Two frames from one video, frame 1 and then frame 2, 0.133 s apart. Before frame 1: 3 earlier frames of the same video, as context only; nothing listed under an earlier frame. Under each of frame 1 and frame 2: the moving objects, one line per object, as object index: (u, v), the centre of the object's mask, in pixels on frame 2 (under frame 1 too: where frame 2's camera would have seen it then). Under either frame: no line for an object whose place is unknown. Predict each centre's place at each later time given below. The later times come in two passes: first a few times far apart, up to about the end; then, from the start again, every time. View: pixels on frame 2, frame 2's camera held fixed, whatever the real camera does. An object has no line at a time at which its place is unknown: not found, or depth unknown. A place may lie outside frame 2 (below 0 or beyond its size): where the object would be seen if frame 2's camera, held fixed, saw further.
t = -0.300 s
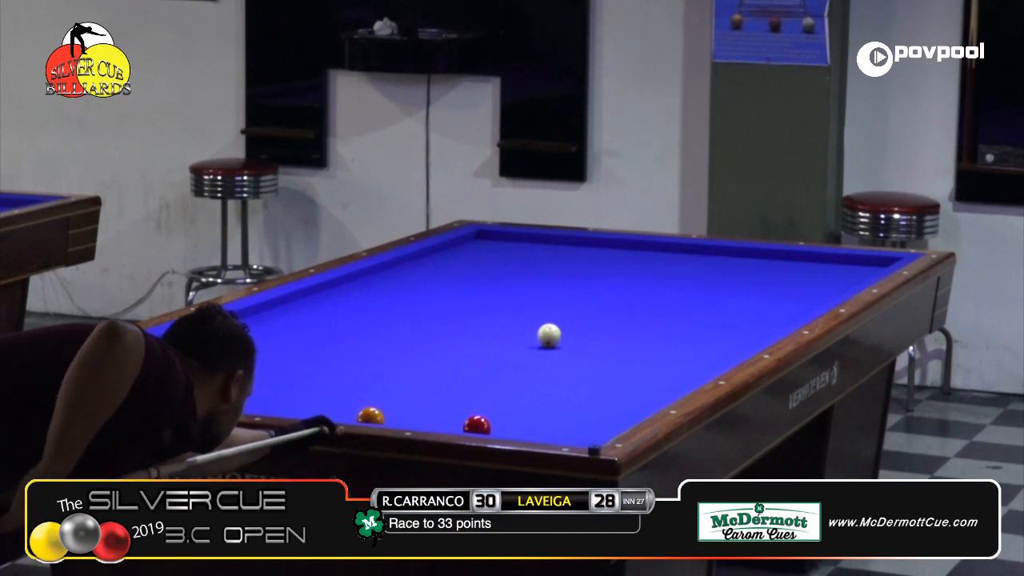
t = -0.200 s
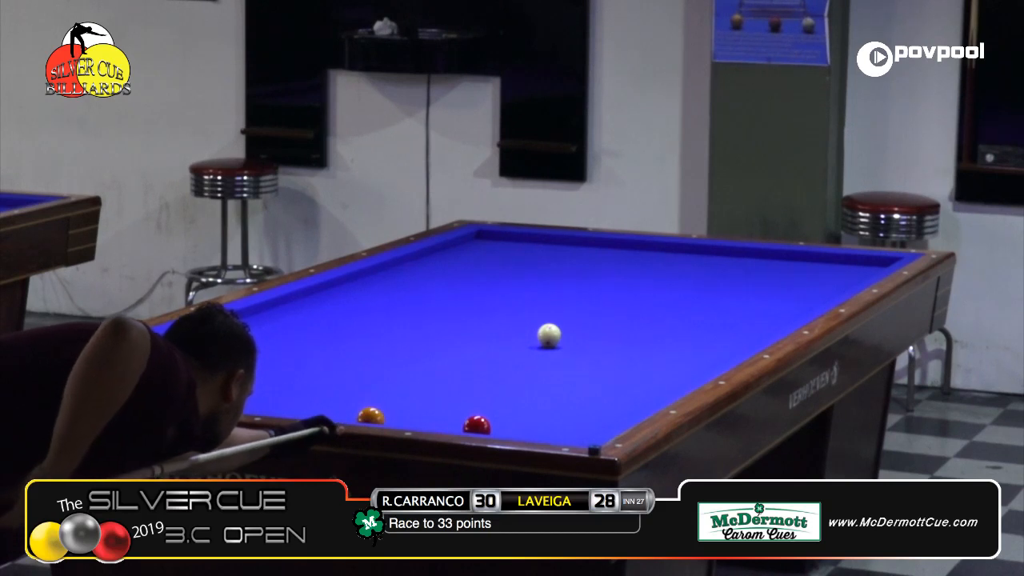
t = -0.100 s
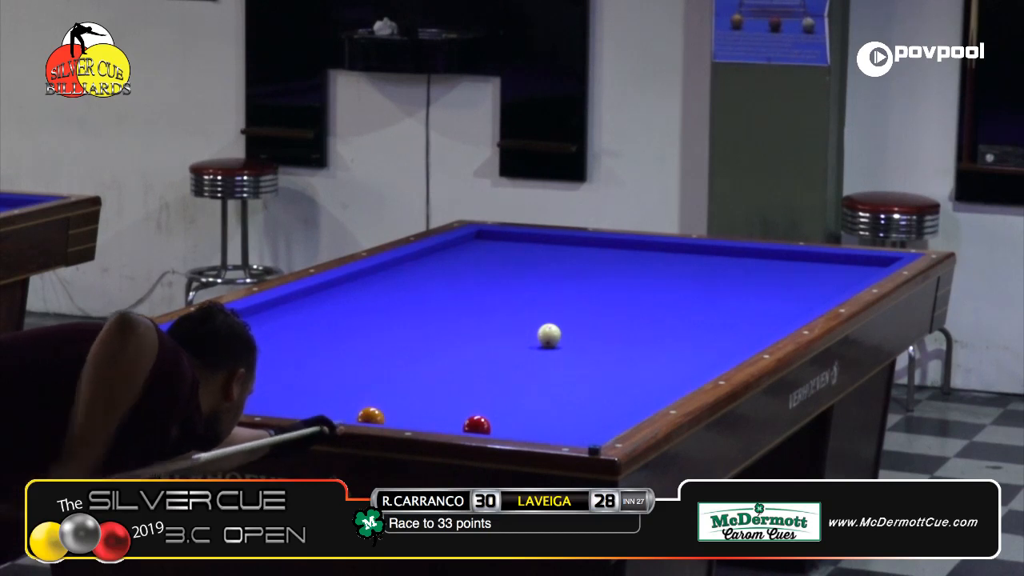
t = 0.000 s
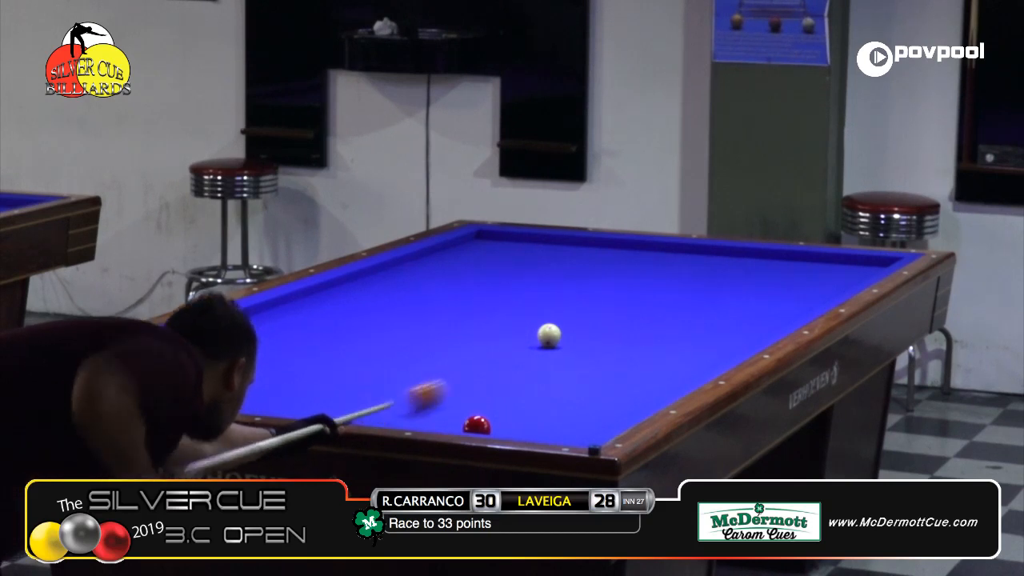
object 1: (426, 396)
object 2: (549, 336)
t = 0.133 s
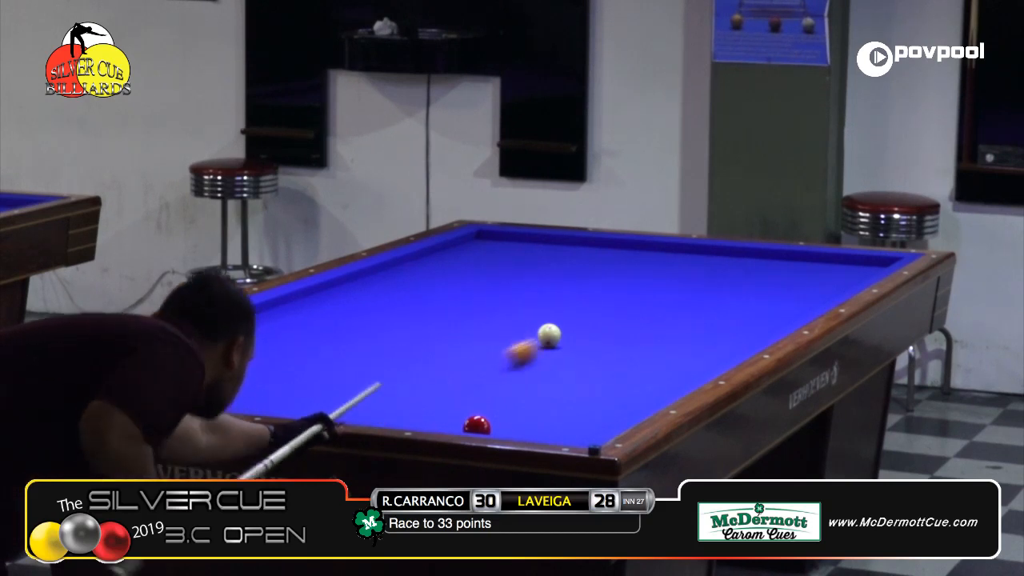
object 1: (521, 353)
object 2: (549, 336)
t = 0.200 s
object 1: (569, 339)
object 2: (545, 329)
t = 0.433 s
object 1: (748, 331)
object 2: (511, 282)
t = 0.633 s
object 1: (737, 309)
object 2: (489, 252)
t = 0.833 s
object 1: (712, 285)
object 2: (494, 233)
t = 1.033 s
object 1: (694, 264)
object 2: (517, 248)
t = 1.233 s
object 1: (675, 246)
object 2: (536, 259)
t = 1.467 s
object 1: (571, 253)
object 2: (557, 273)
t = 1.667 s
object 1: (488, 257)
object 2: (576, 285)
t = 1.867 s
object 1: (404, 261)
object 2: (597, 298)
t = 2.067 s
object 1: (409, 273)
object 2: (618, 312)
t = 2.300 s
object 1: (419, 287)
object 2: (643, 328)
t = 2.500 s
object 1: (426, 295)
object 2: (667, 344)
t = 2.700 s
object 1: (436, 311)
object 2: (691, 359)
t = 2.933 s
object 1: (451, 330)
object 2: (673, 374)
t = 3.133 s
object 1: (460, 343)
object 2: (626, 383)
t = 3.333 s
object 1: (471, 358)
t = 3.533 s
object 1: (483, 375)
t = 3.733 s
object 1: (495, 391)
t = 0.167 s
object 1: (544, 344)
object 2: (551, 331)
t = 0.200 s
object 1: (569, 339)
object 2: (545, 329)
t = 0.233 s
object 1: (595, 338)
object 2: (540, 322)
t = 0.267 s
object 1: (621, 337)
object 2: (534, 315)
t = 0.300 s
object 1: (647, 337)
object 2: (529, 308)
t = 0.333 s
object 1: (673, 335)
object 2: (524, 301)
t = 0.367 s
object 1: (698, 334)
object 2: (520, 294)
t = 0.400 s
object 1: (724, 333)
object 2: (515, 288)
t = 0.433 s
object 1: (748, 331)
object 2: (511, 282)
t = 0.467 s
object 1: (769, 326)
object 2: (507, 277)
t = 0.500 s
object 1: (766, 324)
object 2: (503, 271)
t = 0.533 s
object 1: (758, 321)
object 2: (500, 266)
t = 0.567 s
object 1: (750, 317)
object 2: (496, 262)
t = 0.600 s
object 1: (743, 313)
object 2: (492, 257)
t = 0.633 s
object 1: (737, 309)
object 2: (489, 252)
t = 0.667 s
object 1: (731, 305)
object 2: (486, 248)
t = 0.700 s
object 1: (726, 301)
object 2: (483, 244)
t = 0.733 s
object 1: (722, 297)
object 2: (481, 240)
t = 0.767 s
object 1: (718, 293)
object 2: (478, 236)
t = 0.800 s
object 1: (715, 289)
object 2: (484, 233)
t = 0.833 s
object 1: (712, 285)
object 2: (494, 233)
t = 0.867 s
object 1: (709, 282)
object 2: (498, 235)
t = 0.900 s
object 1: (706, 278)
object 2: (502, 238)
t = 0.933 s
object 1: (703, 274)
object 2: (506, 240)
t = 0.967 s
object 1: (700, 271)
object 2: (510, 243)
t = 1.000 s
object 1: (697, 267)
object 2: (514, 245)
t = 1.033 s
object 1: (694, 264)
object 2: (517, 248)
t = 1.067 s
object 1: (692, 261)
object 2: (521, 250)
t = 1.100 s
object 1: (689, 257)
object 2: (524, 251)
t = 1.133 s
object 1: (686, 254)
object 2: (527, 253)
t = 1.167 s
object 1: (684, 251)
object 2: (530, 256)
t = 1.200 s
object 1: (681, 248)
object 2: (533, 257)
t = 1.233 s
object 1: (675, 246)
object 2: (536, 259)
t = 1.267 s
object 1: (660, 247)
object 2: (539, 261)
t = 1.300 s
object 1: (645, 248)
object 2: (542, 263)
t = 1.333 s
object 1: (629, 249)
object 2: (545, 265)
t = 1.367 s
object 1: (615, 250)
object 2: (548, 267)
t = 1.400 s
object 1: (600, 251)
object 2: (551, 269)
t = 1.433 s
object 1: (586, 252)
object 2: (554, 271)
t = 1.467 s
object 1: (571, 253)
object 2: (557, 273)
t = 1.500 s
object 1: (557, 253)
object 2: (560, 275)
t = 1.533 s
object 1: (543, 254)
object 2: (564, 277)
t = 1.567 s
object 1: (530, 255)
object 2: (567, 279)
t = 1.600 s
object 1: (516, 255)
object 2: (570, 281)
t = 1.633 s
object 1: (502, 256)
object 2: (573, 283)
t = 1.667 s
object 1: (488, 257)
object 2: (576, 285)
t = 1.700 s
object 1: (474, 258)
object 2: (580, 287)
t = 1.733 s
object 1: (460, 259)
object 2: (583, 290)
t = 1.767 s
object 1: (446, 259)
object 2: (586, 292)
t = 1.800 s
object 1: (432, 260)
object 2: (590, 294)
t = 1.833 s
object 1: (417, 260)
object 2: (593, 296)
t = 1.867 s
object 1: (404, 261)
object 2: (597, 298)
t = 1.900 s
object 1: (397, 263)
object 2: (600, 301)
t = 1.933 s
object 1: (400, 265)
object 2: (603, 302)
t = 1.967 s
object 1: (403, 267)
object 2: (607, 305)
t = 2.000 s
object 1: (405, 269)
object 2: (610, 307)
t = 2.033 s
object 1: (407, 271)
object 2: (614, 309)
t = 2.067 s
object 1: (409, 273)
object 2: (618, 312)
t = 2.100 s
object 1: (410, 275)
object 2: (621, 314)
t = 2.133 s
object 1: (411, 277)
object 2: (625, 316)
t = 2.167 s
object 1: (413, 279)
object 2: (629, 319)
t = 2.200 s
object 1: (414, 281)
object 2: (632, 321)
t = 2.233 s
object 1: (416, 283)
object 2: (636, 323)
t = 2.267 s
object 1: (417, 285)
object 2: (640, 326)
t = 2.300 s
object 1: (419, 287)
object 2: (643, 328)
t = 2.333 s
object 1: (421, 289)
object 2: (648, 331)
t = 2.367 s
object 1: (423, 292)
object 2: (651, 333)
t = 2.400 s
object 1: (426, 296)
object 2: (655, 336)
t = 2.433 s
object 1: (426, 295)
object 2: (659, 338)
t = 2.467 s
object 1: (426, 295)
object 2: (663, 341)
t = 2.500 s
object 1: (426, 295)
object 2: (667, 344)
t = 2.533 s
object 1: (428, 298)
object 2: (671, 346)
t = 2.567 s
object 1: (430, 301)
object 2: (675, 349)
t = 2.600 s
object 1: (432, 304)
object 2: (679, 351)
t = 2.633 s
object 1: (433, 306)
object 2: (683, 354)
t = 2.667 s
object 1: (435, 308)
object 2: (687, 356)
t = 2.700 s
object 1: (436, 311)
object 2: (691, 359)
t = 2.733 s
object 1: (438, 312)
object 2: (695, 362)
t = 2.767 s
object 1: (439, 314)
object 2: (699, 363)
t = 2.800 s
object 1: (440, 316)
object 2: (703, 364)
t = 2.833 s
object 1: (442, 317)
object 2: (698, 366)
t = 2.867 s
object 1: (442, 318)
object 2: (689, 369)
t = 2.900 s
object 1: (450, 328)
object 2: (681, 372)
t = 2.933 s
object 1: (451, 330)
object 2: (673, 374)
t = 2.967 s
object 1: (454, 333)
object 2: (666, 375)
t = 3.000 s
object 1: (454, 334)
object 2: (658, 377)
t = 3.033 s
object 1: (455, 336)
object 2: (650, 378)
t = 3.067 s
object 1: (457, 338)
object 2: (642, 380)
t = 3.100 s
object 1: (458, 341)
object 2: (634, 382)
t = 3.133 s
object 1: (460, 343)
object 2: (626, 383)
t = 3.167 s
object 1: (462, 345)
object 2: (618, 385)
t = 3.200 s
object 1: (464, 348)
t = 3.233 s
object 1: (465, 351)
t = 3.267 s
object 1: (467, 353)
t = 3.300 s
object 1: (469, 356)
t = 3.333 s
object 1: (471, 358)
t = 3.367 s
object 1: (473, 361)
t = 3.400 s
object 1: (475, 364)
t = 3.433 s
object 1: (477, 366)
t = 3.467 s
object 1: (479, 369)
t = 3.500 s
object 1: (481, 372)
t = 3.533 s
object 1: (483, 375)
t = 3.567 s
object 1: (485, 377)
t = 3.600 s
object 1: (487, 380)
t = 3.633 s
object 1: (488, 382)
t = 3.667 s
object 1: (491, 384)
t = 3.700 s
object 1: (493, 387)
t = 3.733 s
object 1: (495, 391)
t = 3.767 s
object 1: (497, 394)
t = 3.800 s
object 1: (499, 397)
